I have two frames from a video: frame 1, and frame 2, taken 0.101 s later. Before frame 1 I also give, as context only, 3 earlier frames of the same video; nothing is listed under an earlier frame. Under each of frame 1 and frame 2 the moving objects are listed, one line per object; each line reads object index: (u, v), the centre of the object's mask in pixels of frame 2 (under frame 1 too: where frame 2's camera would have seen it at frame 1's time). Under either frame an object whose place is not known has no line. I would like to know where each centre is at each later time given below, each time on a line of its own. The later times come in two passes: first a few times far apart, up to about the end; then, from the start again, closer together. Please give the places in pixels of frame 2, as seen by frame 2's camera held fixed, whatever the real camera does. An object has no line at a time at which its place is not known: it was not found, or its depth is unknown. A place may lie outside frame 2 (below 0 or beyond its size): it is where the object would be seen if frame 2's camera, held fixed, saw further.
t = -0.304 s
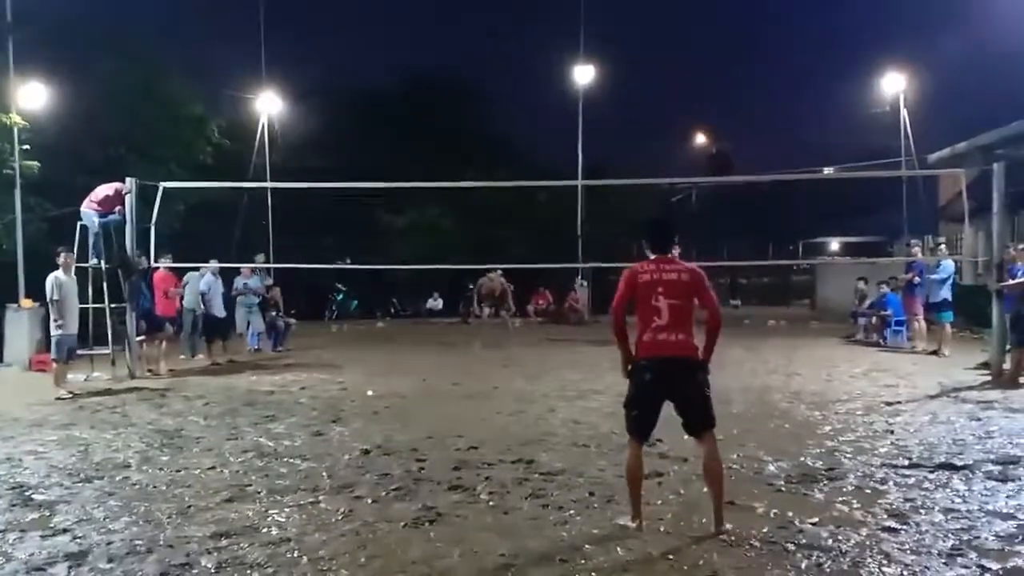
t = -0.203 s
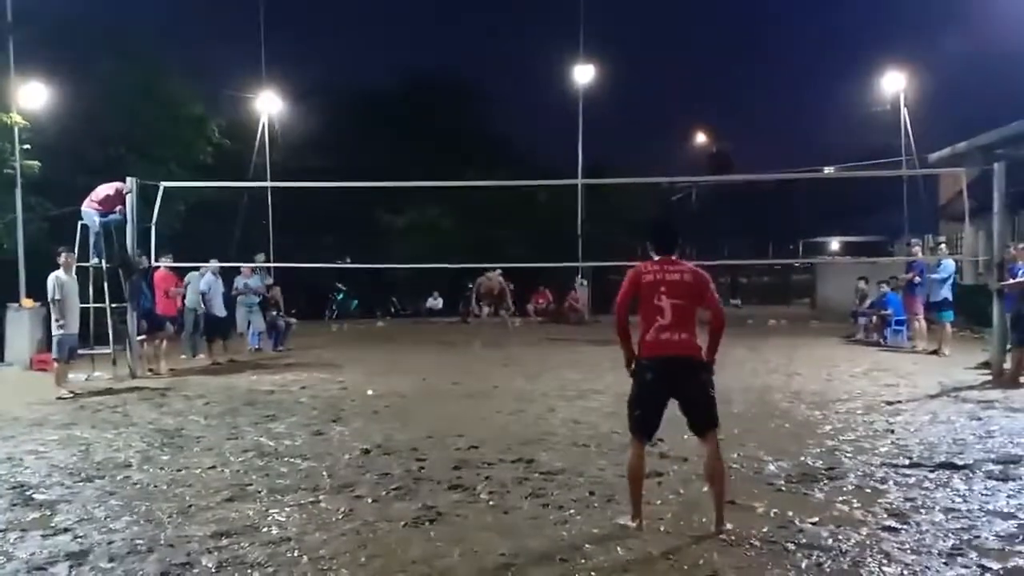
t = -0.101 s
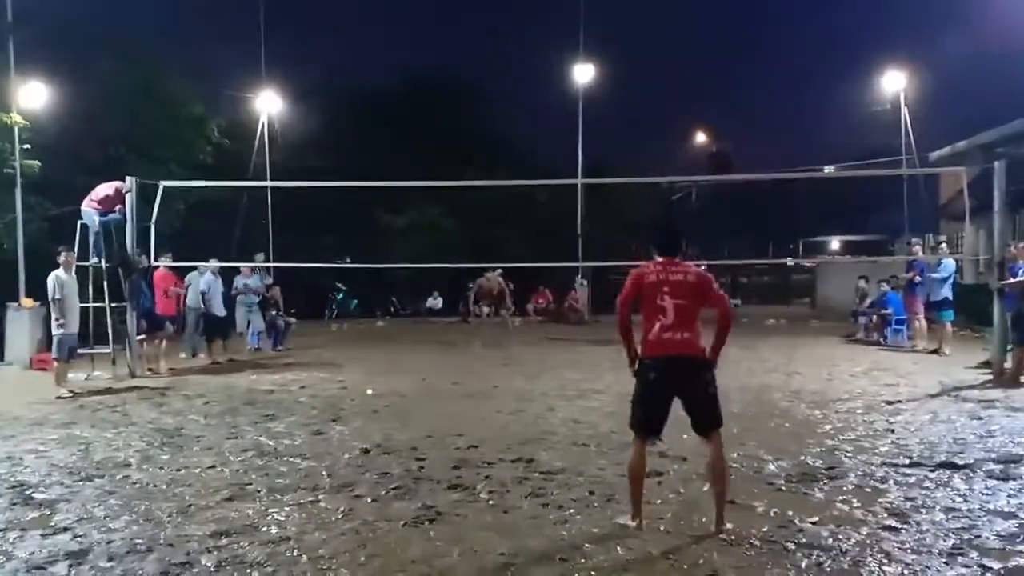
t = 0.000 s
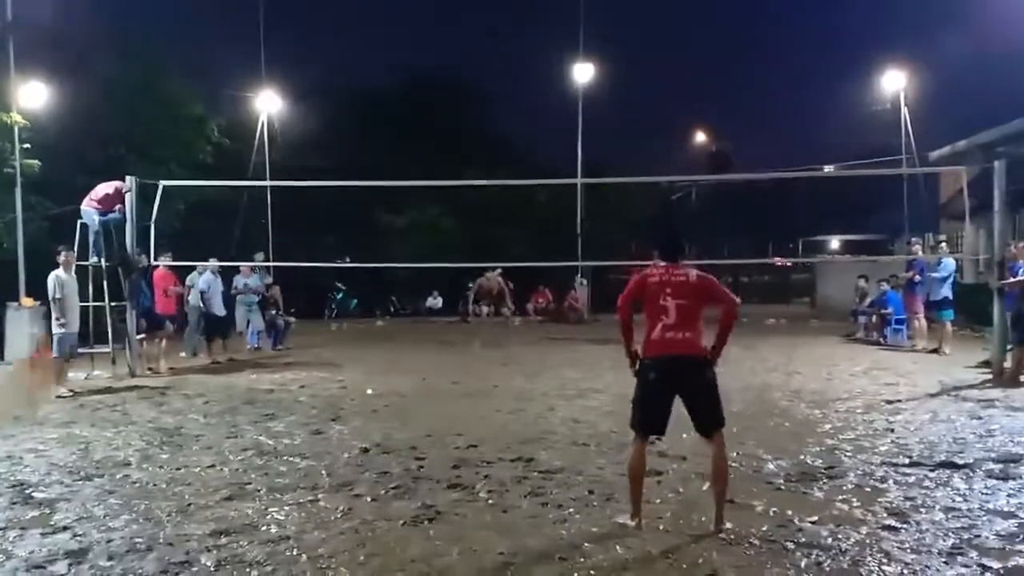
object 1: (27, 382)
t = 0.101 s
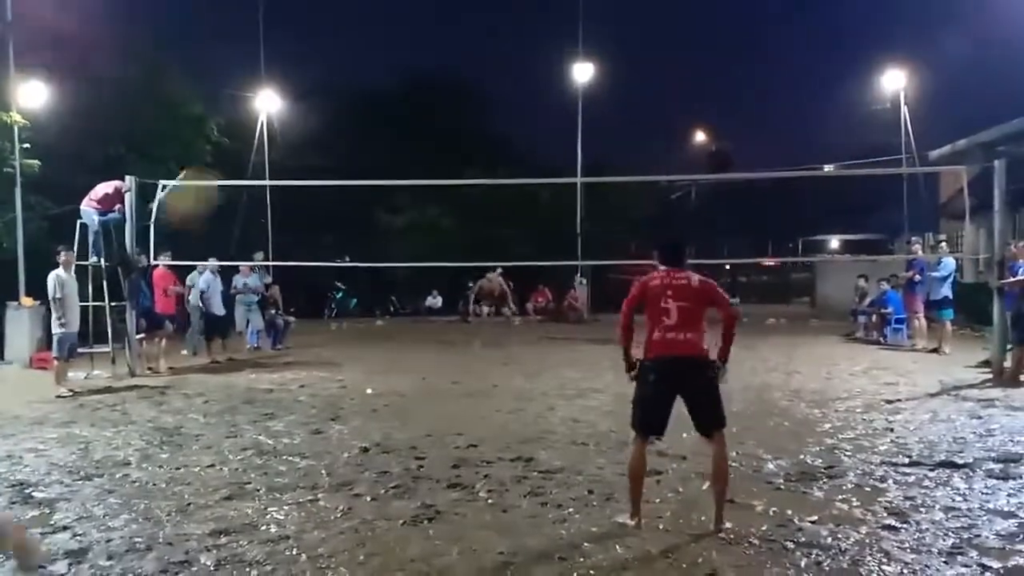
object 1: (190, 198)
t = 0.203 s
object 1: (300, 102)
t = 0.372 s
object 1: (389, 49)
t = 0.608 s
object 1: (460, 50)
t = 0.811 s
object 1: (493, 87)
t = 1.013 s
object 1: (514, 144)
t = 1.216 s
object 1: (527, 211)
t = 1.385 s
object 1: (534, 274)
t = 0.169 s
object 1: (255, 136)
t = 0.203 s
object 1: (300, 102)
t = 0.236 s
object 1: (315, 87)
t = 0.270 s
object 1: (337, 73)
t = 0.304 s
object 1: (355, 63)
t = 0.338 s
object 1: (373, 54)
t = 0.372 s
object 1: (389, 49)
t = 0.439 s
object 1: (415, 42)
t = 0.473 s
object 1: (426, 41)
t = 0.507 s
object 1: (437, 42)
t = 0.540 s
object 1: (445, 44)
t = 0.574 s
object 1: (452, 46)
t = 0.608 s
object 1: (460, 50)
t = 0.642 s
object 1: (466, 54)
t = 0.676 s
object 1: (473, 59)
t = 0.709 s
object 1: (479, 66)
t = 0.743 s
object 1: (484, 72)
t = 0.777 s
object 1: (489, 80)
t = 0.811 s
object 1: (493, 87)
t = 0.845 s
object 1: (498, 96)
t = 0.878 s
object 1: (502, 105)
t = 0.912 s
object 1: (505, 114)
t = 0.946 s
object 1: (508, 123)
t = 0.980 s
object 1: (511, 133)
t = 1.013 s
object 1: (514, 144)
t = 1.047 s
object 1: (516, 154)
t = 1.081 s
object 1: (519, 165)
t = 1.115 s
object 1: (521, 174)
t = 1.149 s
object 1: (524, 189)
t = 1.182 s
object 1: (526, 199)
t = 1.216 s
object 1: (527, 211)
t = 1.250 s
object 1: (529, 223)
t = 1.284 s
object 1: (530, 235)
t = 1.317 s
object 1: (532, 249)
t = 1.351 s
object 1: (533, 260)
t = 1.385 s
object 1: (534, 274)
